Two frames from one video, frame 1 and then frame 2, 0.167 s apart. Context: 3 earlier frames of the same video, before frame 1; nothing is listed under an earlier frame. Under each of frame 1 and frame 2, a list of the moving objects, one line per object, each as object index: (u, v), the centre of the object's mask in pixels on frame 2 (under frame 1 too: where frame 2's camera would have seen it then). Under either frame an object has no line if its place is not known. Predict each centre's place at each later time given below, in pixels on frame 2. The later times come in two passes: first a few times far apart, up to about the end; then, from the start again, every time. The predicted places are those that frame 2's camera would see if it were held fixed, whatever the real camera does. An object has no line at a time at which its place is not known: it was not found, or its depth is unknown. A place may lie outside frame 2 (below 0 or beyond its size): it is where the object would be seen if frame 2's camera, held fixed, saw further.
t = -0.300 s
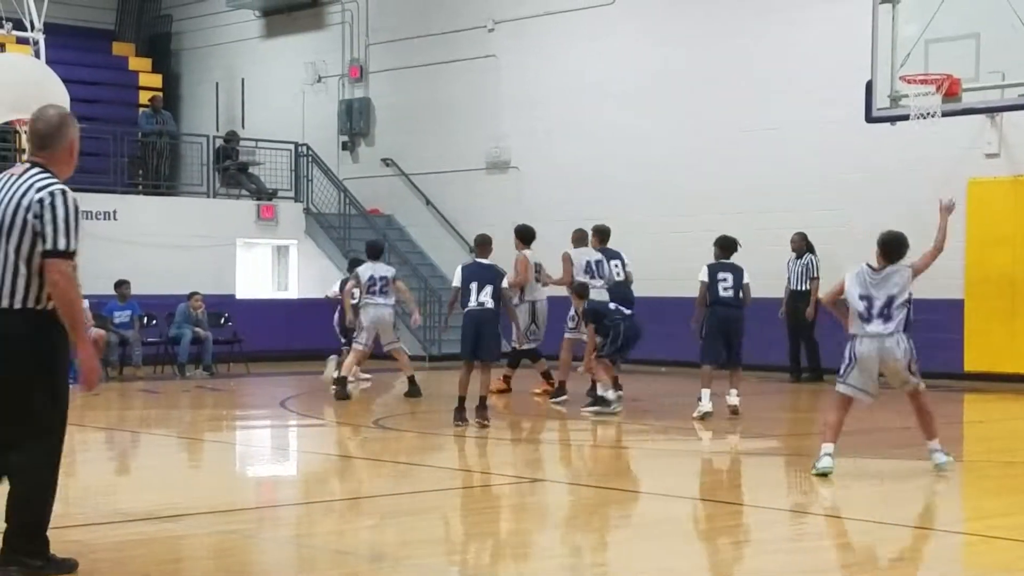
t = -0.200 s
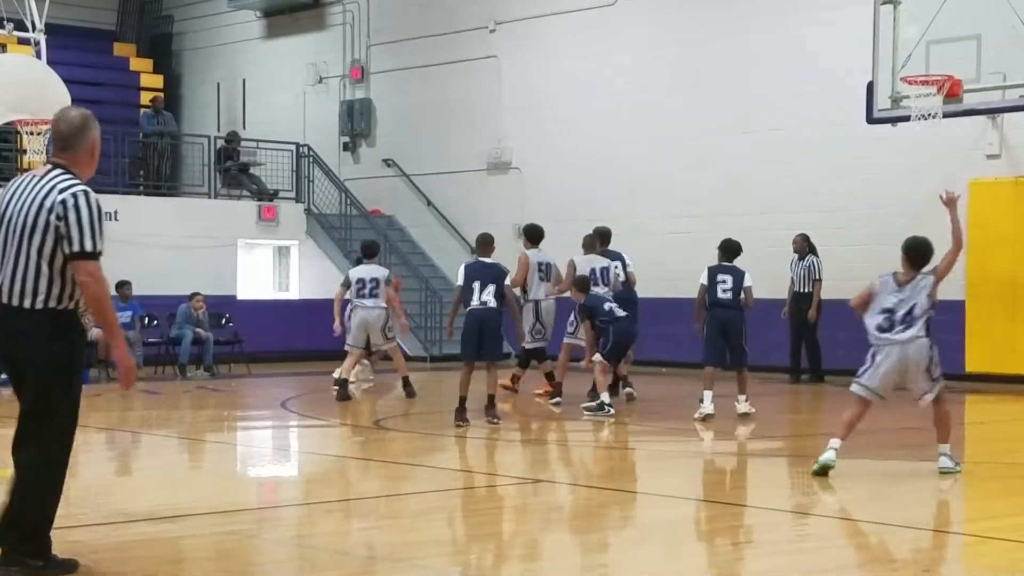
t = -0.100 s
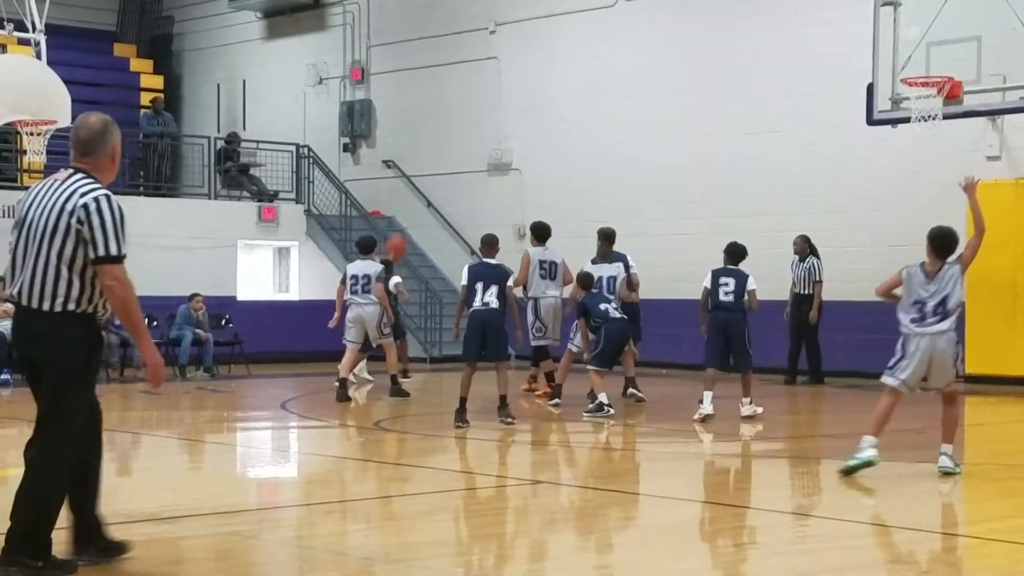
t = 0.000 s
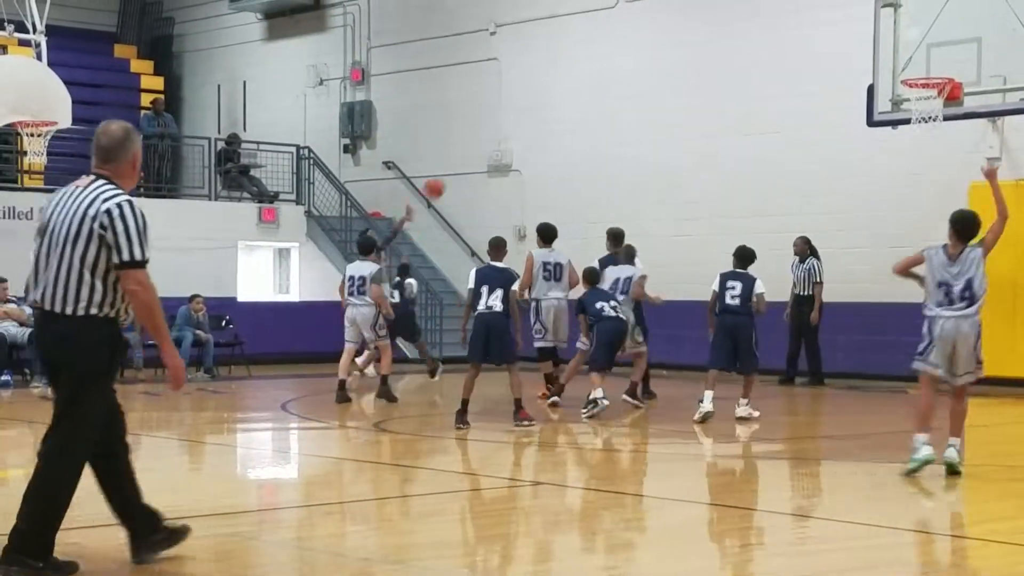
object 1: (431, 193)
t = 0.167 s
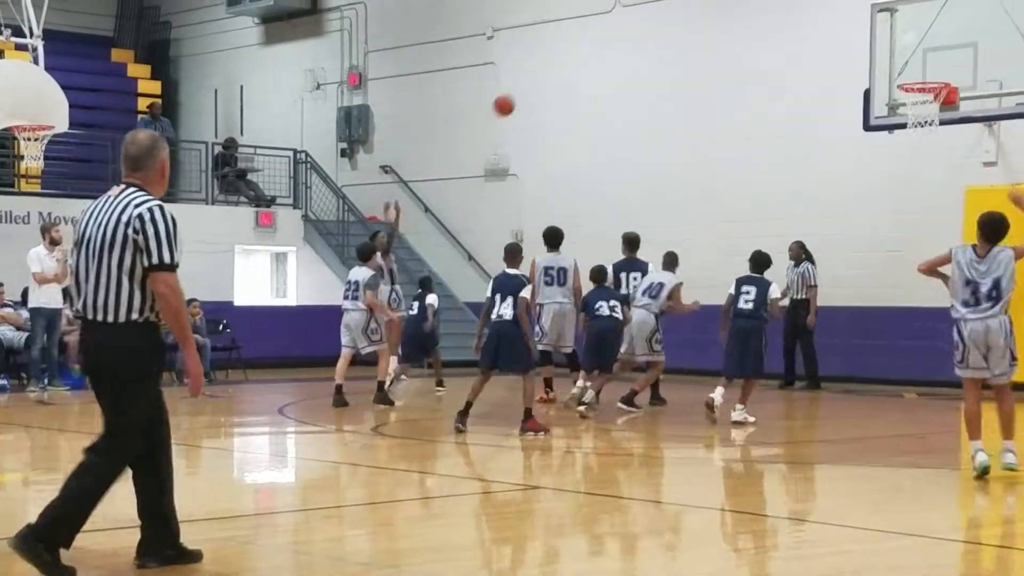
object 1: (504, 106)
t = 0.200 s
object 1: (519, 91)
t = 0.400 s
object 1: (610, 21)
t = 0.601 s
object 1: (705, -13)
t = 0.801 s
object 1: (804, -10)
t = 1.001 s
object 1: (908, 35)
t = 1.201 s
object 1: (937, 57)
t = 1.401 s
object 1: (913, 31)
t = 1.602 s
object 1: (885, 48)
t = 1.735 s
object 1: (866, 86)
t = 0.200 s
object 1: (519, 91)
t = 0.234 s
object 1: (534, 77)
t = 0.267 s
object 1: (549, 64)
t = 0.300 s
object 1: (564, 52)
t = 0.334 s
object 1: (579, 41)
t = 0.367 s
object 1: (595, 31)
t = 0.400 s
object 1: (610, 21)
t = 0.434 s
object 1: (626, 13)
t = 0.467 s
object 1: (641, 6)
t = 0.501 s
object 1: (657, 0)
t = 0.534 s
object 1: (673, -6)
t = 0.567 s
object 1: (689, -10)
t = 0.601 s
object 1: (705, -13)
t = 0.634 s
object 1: (721, -15)
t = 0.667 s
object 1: (738, -17)
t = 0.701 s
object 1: (754, -16)
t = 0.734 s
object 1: (771, -16)
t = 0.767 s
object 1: (788, -13)
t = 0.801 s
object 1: (804, -10)
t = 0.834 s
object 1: (821, -5)
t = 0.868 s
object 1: (838, 0)
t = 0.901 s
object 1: (855, 7)
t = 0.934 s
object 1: (873, 16)
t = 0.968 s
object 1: (890, 25)
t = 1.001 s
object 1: (908, 35)
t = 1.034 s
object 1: (925, 48)
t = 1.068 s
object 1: (937, 58)
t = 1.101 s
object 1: (942, 67)
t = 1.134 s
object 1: (945, 74)
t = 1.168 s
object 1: (941, 66)
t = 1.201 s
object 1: (937, 57)
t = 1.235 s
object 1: (933, 50)
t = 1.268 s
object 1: (929, 44)
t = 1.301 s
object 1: (925, 39)
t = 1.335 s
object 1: (921, 35)
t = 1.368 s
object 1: (917, 33)
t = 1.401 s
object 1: (913, 31)
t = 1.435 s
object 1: (908, 31)
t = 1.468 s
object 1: (903, 32)
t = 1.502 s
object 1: (899, 34)
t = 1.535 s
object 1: (894, 37)
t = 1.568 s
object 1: (890, 42)
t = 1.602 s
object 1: (885, 48)
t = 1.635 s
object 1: (880, 55)
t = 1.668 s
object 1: (876, 64)
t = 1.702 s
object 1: (871, 74)
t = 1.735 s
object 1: (866, 86)
